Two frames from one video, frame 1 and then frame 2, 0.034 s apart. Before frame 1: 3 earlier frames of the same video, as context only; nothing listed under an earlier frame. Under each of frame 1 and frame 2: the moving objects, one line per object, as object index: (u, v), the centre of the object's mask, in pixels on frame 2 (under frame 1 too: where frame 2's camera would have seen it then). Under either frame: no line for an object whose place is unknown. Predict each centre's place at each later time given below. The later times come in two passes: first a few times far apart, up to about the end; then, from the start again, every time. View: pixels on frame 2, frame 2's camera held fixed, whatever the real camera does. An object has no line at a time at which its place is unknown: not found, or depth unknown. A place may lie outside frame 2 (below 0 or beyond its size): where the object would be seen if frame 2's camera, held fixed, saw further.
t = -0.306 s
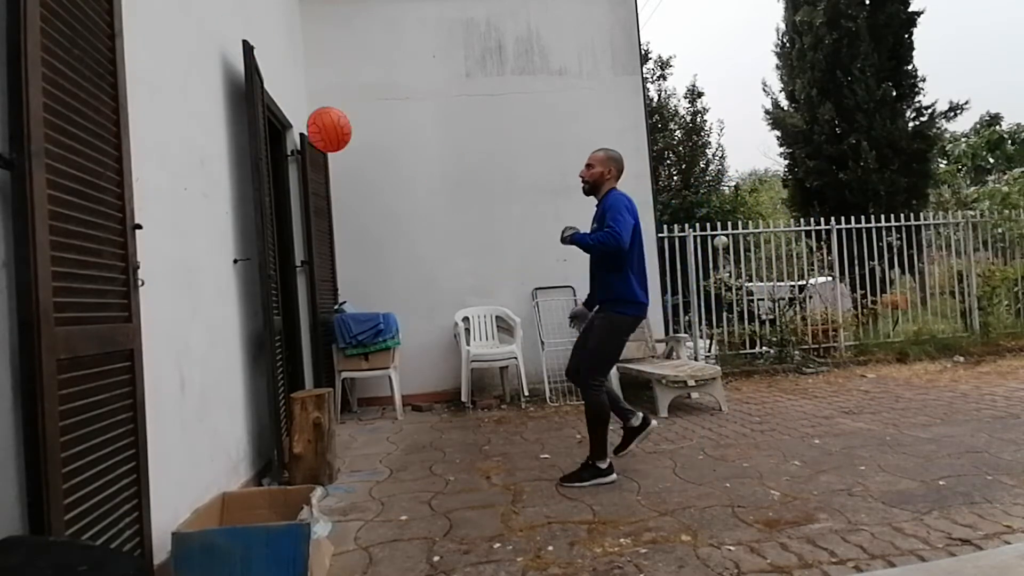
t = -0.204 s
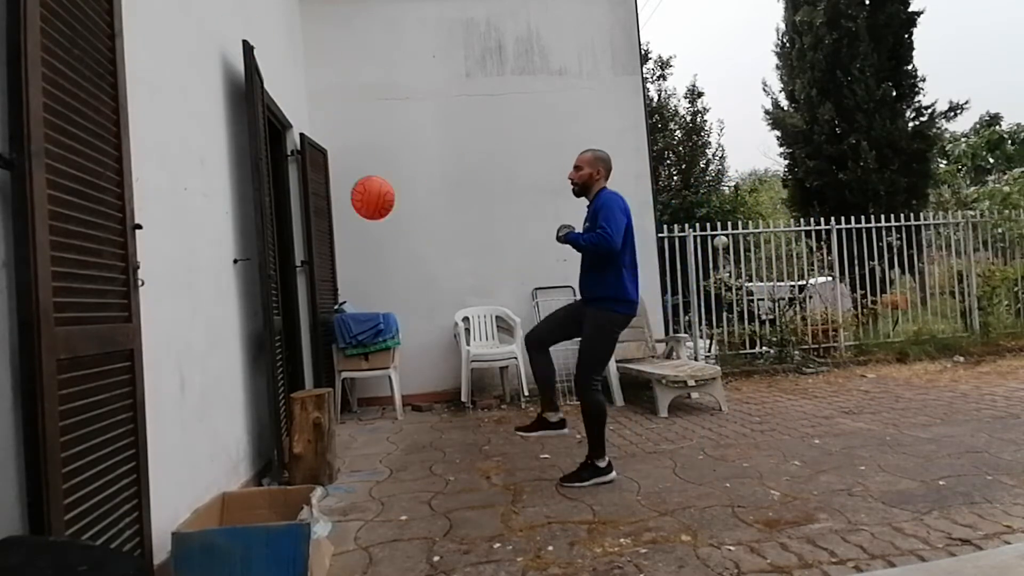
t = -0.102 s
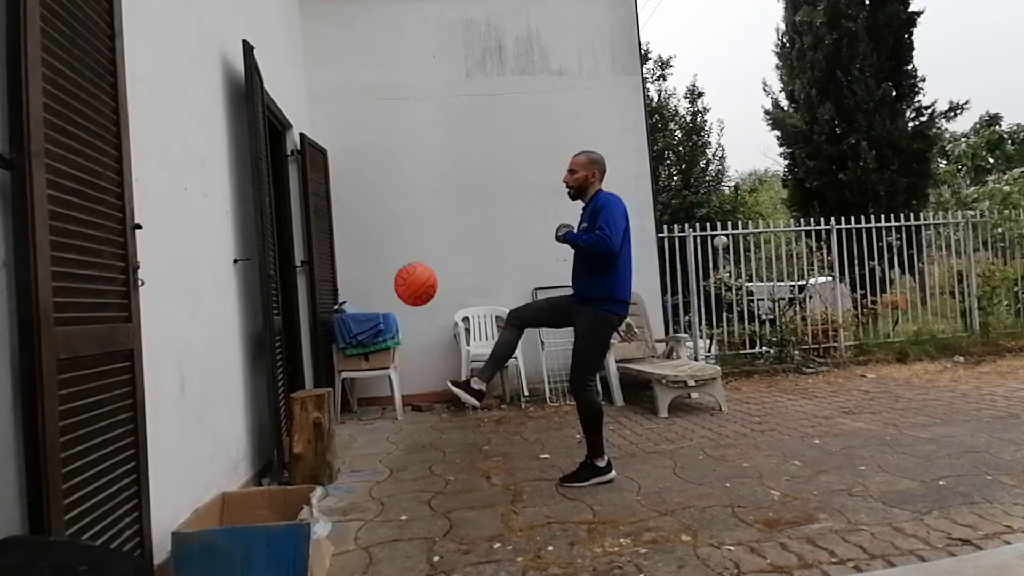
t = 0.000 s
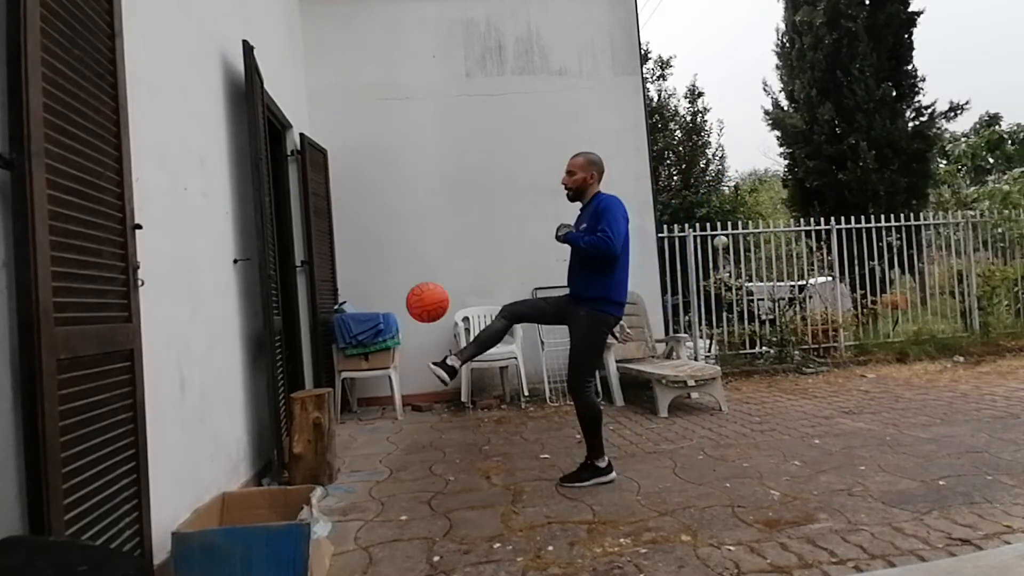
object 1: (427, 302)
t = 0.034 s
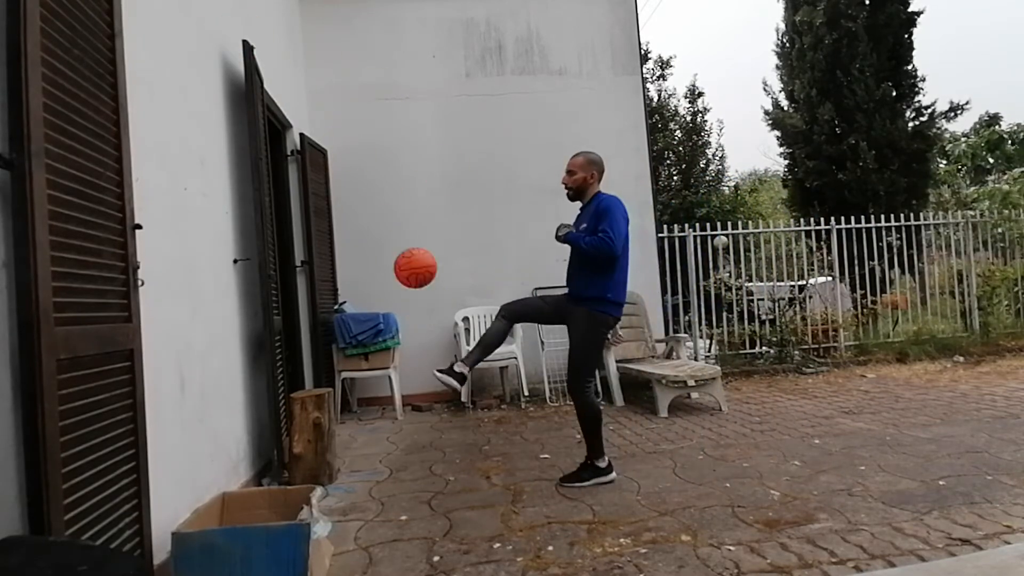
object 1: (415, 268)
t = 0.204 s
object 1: (359, 127)
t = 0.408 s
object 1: (296, 28)
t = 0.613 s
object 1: (239, 14)
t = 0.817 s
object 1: (262, 57)
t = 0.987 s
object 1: (308, 155)
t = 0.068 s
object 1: (404, 235)
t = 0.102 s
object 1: (392, 205)
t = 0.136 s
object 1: (381, 177)
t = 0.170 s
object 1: (370, 151)
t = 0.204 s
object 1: (359, 127)
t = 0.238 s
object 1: (348, 105)
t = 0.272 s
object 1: (337, 86)
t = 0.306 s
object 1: (326, 68)
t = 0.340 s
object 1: (316, 53)
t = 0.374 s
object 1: (306, 40)
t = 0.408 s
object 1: (296, 28)
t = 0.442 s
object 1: (286, 20)
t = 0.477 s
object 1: (276, 16)
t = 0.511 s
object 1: (267, 14)
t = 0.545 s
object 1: (258, 13)
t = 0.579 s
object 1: (249, 13)
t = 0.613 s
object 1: (239, 14)
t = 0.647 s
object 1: (230, 16)
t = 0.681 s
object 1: (226, 19)
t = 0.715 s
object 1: (235, 24)
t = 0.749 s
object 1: (244, 33)
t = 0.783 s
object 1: (253, 44)
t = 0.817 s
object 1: (262, 57)
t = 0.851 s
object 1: (270, 72)
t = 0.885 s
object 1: (280, 90)
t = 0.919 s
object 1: (289, 110)
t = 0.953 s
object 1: (299, 131)
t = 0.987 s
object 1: (308, 155)
